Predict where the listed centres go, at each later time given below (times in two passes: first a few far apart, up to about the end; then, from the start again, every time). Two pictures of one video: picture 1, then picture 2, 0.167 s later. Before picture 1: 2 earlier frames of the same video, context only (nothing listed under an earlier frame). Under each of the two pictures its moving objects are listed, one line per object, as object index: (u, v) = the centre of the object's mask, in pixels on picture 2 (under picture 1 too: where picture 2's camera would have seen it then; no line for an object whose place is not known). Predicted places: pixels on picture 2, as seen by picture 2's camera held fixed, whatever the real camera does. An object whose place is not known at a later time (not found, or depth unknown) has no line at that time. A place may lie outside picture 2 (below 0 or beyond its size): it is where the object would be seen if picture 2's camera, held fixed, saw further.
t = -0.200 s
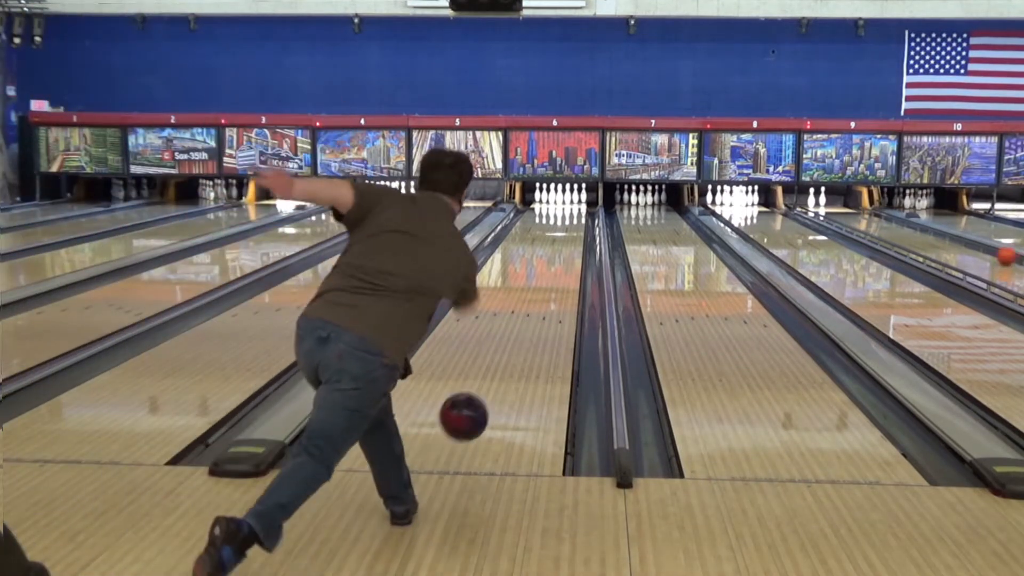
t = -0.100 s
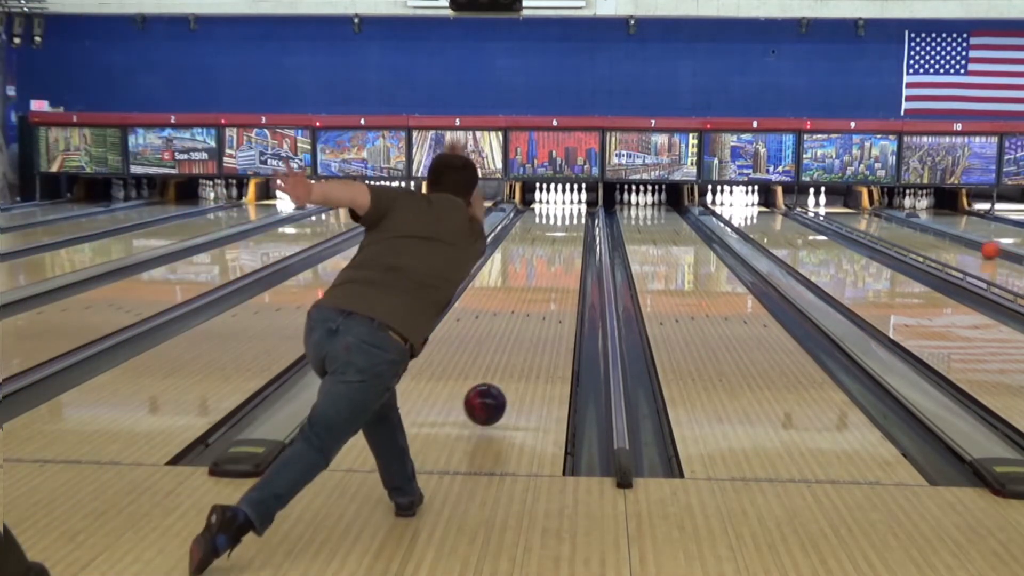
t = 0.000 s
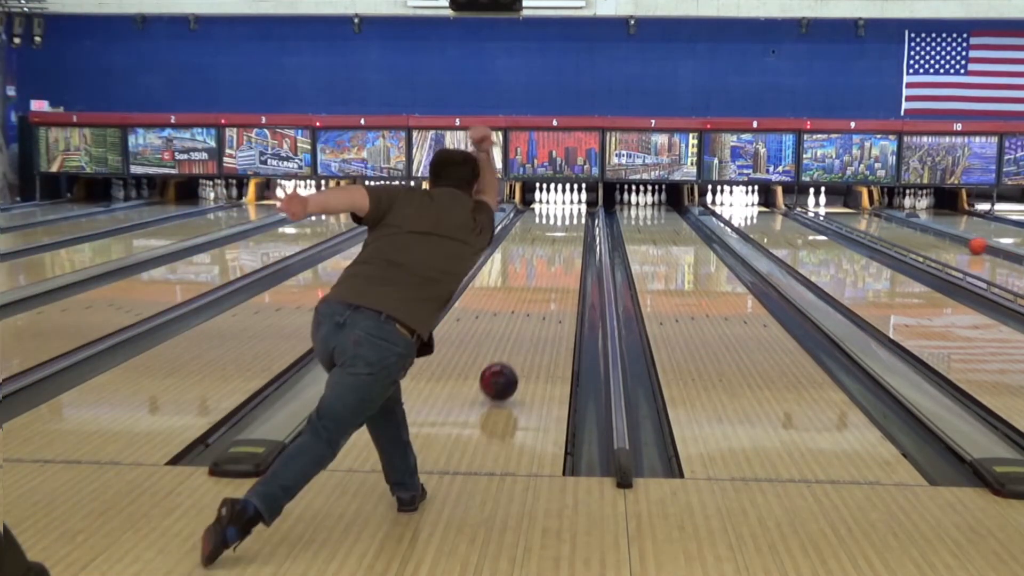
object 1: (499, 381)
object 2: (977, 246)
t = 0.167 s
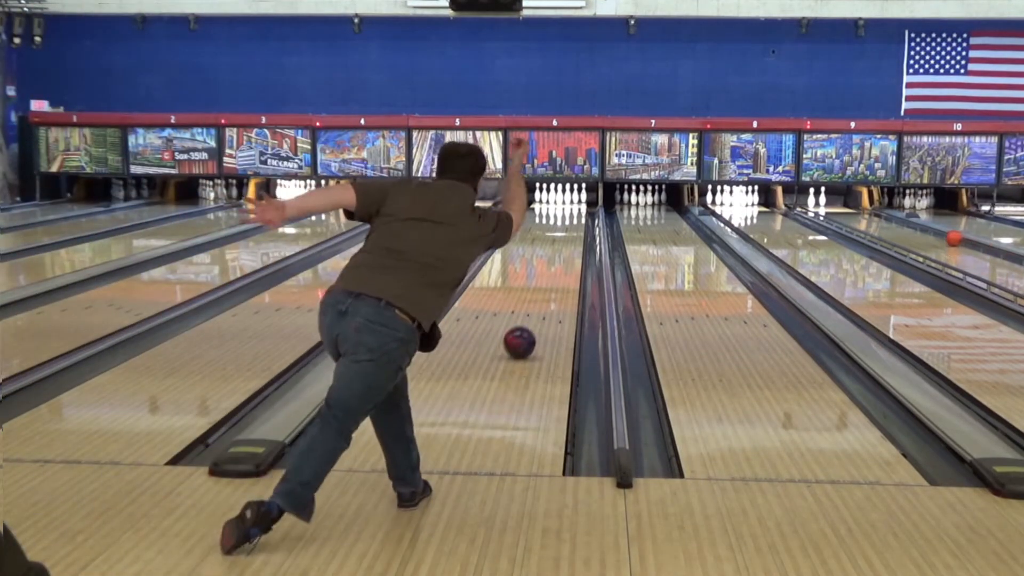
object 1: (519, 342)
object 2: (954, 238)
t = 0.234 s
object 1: (527, 327)
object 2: (943, 235)
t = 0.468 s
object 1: (546, 290)
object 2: (912, 225)
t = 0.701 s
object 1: (558, 266)
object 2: (886, 218)
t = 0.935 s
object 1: (565, 248)
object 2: (862, 211)
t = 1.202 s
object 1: (571, 233)
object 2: (836, 207)
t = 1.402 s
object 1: (573, 225)
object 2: (821, 203)
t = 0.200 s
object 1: (523, 336)
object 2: (950, 236)
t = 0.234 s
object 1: (527, 327)
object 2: (943, 235)
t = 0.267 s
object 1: (529, 324)
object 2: (941, 234)
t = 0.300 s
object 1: (533, 316)
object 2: (935, 232)
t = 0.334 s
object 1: (537, 309)
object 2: (929, 230)
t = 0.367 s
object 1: (540, 302)
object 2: (923, 228)
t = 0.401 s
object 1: (541, 300)
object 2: (921, 227)
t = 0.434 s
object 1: (545, 294)
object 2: (915, 226)
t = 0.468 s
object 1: (546, 290)
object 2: (912, 225)
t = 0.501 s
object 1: (547, 288)
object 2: (910, 224)
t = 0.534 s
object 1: (550, 282)
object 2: (904, 222)
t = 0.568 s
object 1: (551, 280)
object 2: (902, 222)
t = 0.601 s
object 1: (554, 279)
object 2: (897, 220)
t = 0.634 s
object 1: (553, 280)
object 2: (894, 220)
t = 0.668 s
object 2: (892, 219)
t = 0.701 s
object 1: (558, 266)
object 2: (886, 218)
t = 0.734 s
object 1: (559, 263)
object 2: (883, 216)
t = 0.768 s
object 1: (560, 260)
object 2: (879, 216)
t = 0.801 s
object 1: (561, 258)
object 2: (876, 215)
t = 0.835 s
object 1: (562, 256)
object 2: (873, 215)
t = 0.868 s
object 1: (563, 253)
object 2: (869, 214)
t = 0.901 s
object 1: (564, 252)
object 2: (867, 213)
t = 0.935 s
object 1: (565, 248)
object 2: (862, 211)
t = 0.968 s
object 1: (566, 246)
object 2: (858, 211)
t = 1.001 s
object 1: (567, 244)
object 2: (855, 211)
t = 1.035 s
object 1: (568, 242)
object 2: (852, 210)
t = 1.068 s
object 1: (568, 241)
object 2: (850, 209)
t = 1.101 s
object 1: (569, 238)
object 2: (845, 208)
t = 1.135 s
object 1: (570, 236)
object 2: (842, 208)
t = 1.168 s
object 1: (570, 235)
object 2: (840, 209)
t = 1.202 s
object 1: (571, 233)
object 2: (836, 207)
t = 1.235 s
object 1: (571, 232)
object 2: (835, 207)
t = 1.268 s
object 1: (572, 230)
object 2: (830, 205)
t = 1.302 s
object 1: (572, 229)
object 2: (828, 204)
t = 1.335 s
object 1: (573, 228)
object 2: (826, 204)
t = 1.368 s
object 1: (573, 226)
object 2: (822, 203)
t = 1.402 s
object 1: (573, 225)
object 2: (821, 203)
